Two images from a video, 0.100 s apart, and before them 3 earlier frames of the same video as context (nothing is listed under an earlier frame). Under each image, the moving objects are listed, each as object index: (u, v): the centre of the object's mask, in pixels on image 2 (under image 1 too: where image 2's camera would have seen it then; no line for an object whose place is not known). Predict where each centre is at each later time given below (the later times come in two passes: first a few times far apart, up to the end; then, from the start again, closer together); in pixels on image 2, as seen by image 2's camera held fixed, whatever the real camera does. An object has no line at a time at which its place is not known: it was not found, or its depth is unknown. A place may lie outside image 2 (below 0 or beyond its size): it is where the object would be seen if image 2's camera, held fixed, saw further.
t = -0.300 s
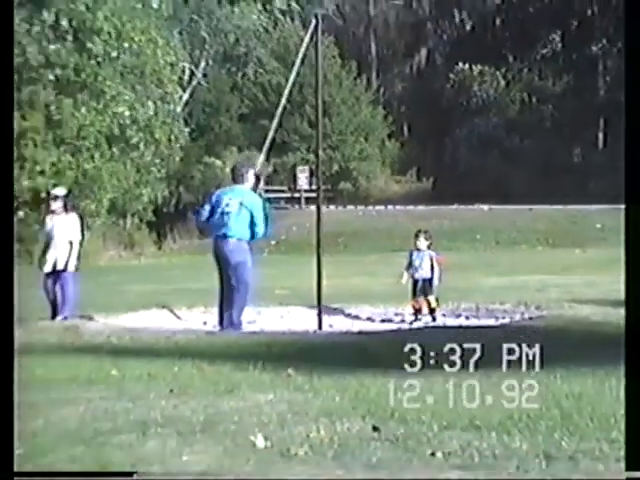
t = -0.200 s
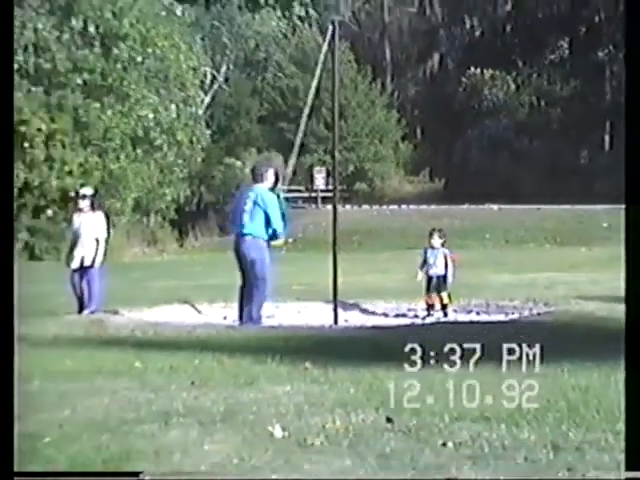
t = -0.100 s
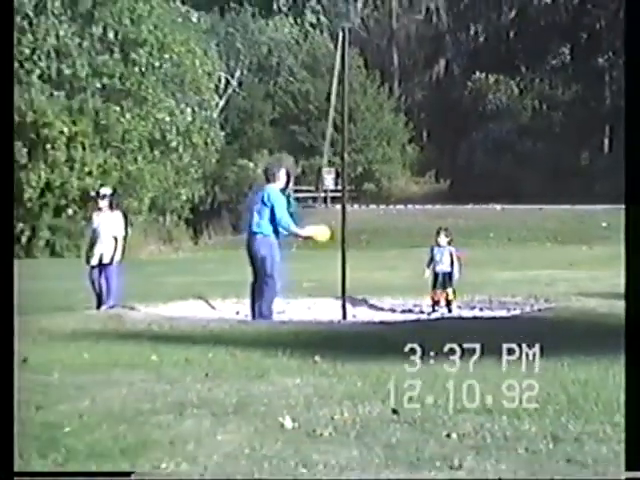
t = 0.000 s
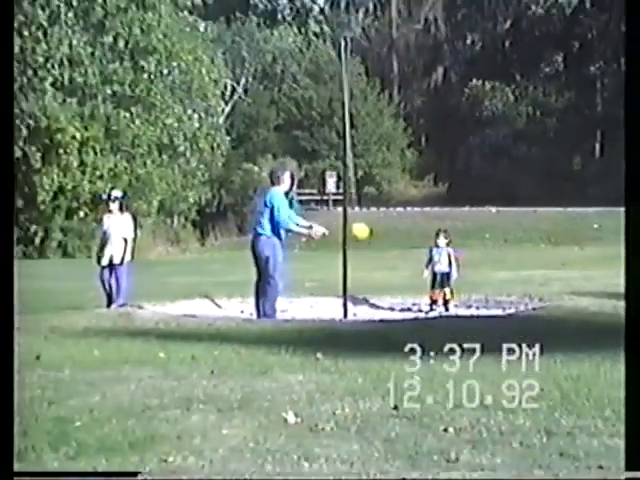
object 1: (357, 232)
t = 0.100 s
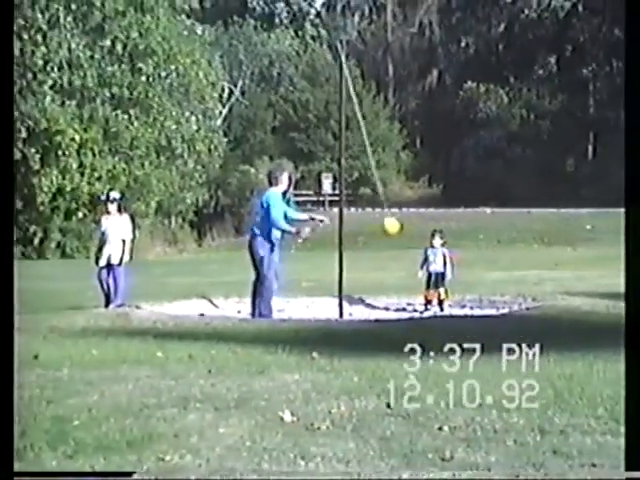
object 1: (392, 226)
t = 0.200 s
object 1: (424, 218)
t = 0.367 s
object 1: (467, 208)
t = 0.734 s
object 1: (497, 202)
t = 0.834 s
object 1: (490, 205)
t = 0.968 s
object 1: (471, 212)
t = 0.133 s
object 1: (403, 224)
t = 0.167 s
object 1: (413, 221)
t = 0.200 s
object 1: (424, 218)
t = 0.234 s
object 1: (434, 217)
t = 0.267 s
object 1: (443, 214)
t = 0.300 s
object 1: (452, 212)
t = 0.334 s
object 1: (460, 209)
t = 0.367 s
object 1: (467, 208)
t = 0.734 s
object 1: (497, 202)
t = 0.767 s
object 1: (496, 202)
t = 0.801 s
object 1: (493, 204)
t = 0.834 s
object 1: (490, 205)
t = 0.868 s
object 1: (487, 206)
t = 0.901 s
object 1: (482, 208)
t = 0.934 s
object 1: (476, 210)
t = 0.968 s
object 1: (471, 212)
